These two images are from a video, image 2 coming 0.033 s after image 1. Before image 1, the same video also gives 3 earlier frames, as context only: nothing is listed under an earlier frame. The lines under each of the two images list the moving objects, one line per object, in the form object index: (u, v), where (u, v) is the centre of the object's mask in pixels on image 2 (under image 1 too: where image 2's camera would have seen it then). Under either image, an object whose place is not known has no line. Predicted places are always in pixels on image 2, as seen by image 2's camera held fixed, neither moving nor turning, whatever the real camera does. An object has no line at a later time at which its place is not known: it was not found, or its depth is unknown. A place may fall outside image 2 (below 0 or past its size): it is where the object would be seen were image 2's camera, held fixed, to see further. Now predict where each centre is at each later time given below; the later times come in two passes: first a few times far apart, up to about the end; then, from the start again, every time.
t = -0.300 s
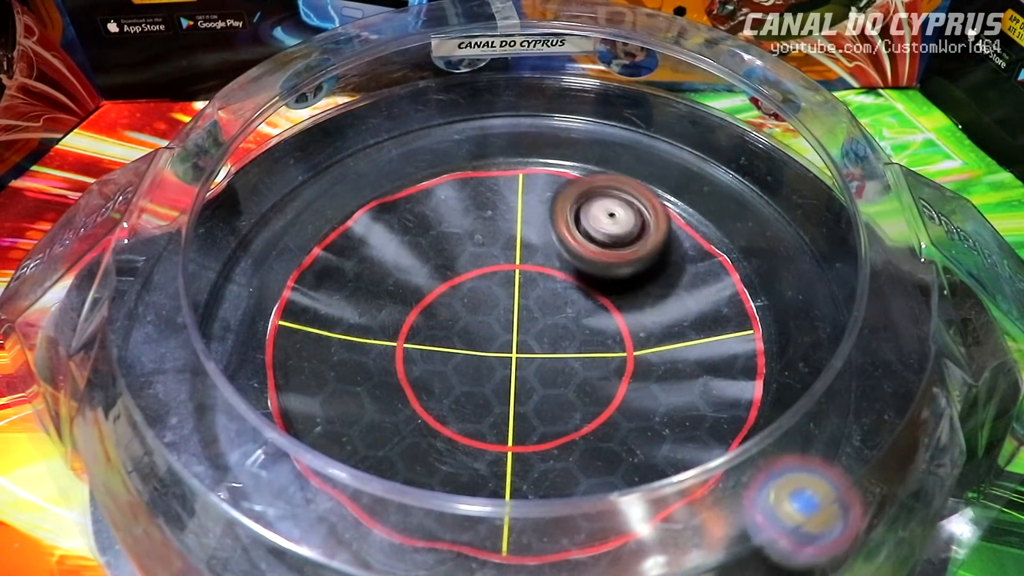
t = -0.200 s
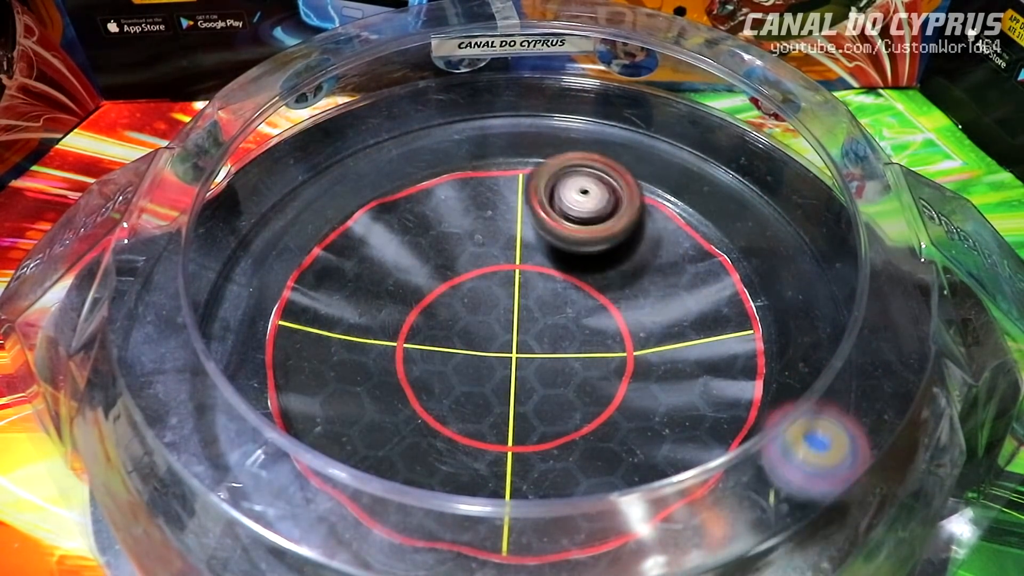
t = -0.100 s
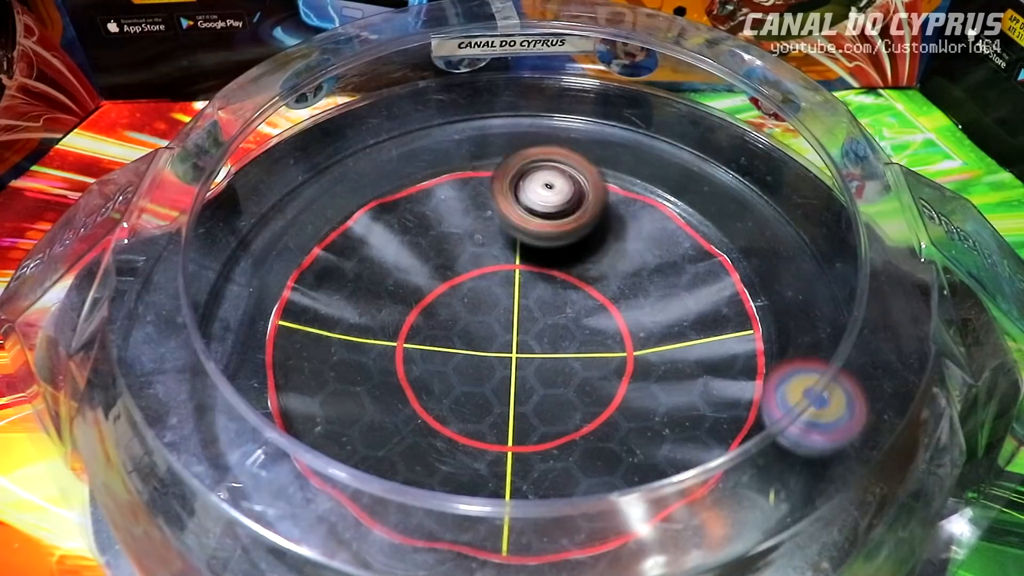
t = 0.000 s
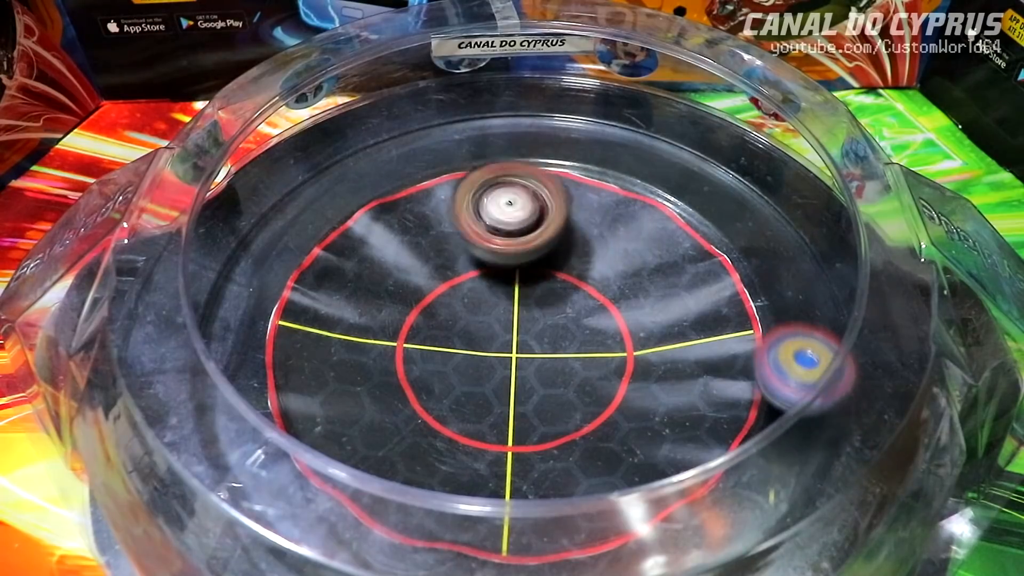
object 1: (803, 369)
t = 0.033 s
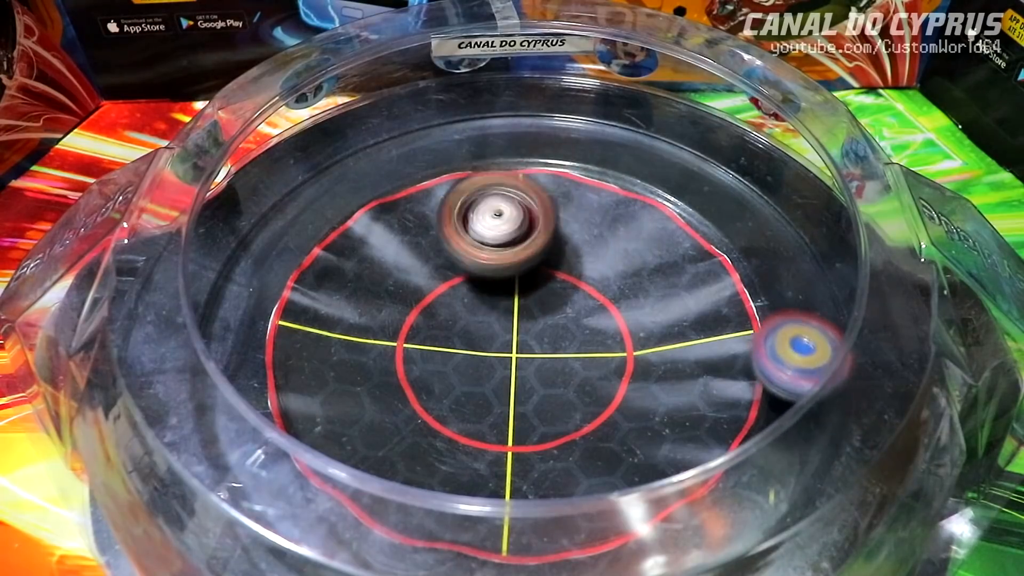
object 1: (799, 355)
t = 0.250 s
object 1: (727, 248)
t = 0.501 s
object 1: (531, 165)
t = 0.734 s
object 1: (348, 225)
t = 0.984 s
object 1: (336, 394)
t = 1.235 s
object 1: (583, 445)
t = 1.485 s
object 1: (689, 289)
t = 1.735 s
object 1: (563, 187)
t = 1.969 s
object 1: (401, 197)
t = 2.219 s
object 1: (322, 304)
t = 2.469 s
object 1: (439, 379)
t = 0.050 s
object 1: (797, 350)
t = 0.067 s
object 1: (793, 343)
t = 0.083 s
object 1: (793, 337)
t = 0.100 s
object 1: (791, 330)
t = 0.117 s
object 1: (788, 323)
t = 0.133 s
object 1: (783, 316)
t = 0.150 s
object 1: (777, 308)
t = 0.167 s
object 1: (770, 299)
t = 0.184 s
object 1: (762, 289)
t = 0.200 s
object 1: (754, 279)
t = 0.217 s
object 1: (745, 268)
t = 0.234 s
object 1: (736, 258)
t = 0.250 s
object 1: (727, 248)
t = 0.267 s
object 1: (718, 239)
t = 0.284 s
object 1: (707, 229)
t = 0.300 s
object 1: (696, 221)
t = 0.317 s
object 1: (684, 212)
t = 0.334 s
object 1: (672, 204)
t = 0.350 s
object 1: (659, 198)
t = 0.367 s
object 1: (646, 191)
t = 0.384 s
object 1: (633, 185)
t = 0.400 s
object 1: (620, 181)
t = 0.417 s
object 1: (605, 177)
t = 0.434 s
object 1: (592, 174)
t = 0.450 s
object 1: (576, 171)
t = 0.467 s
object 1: (561, 168)
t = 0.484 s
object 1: (546, 166)
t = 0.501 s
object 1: (531, 165)
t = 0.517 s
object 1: (515, 166)
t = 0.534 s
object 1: (500, 166)
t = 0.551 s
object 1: (486, 167)
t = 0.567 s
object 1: (472, 169)
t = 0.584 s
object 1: (458, 172)
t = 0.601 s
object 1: (444, 175)
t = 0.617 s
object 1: (430, 178)
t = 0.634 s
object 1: (417, 183)
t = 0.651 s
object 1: (404, 189)
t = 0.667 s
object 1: (392, 195)
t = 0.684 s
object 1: (380, 202)
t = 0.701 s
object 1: (369, 209)
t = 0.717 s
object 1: (358, 217)
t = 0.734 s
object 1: (348, 225)
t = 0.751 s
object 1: (339, 234)
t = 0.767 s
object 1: (330, 244)
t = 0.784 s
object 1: (324, 254)
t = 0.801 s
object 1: (318, 264)
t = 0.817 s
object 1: (312, 275)
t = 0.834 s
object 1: (309, 286)
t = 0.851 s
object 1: (307, 298)
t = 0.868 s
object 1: (304, 310)
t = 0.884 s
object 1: (305, 323)
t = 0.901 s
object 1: (307, 334)
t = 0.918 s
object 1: (310, 347)
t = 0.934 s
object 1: (313, 359)
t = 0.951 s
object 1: (320, 372)
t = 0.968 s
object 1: (328, 383)
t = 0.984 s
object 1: (336, 394)
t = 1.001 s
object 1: (346, 406)
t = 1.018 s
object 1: (360, 416)
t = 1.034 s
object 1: (373, 424)
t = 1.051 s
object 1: (388, 431)
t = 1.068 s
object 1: (403, 438)
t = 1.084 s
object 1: (420, 443)
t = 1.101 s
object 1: (438, 448)
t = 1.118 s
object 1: (454, 452)
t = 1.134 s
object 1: (474, 455)
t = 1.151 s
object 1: (493, 456)
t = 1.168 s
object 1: (512, 456)
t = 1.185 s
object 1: (531, 456)
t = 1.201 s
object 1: (550, 454)
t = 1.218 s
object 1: (567, 450)
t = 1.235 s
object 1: (583, 445)
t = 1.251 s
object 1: (600, 440)
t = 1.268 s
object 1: (616, 432)
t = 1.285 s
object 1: (629, 424)
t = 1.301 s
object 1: (642, 414)
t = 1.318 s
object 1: (654, 403)
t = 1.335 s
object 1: (664, 395)
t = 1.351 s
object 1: (673, 383)
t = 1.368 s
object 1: (681, 371)
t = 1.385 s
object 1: (686, 359)
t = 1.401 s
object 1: (689, 346)
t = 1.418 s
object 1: (692, 334)
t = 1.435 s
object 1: (695, 323)
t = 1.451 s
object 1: (694, 310)
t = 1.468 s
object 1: (694, 299)
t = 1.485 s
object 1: (689, 289)
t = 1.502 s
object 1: (687, 278)
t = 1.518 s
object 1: (682, 268)
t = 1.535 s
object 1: (676, 257)
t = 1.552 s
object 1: (670, 248)
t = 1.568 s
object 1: (663, 240)
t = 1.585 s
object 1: (655, 233)
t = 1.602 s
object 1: (646, 224)
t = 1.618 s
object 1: (636, 216)
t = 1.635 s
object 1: (627, 210)
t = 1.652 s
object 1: (617, 205)
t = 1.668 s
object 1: (607, 200)
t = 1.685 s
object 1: (595, 197)
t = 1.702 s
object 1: (584, 193)
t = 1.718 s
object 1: (574, 190)
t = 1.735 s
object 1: (563, 187)
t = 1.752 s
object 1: (550, 185)
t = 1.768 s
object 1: (537, 185)
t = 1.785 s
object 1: (524, 185)
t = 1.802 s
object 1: (512, 185)
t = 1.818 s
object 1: (502, 187)
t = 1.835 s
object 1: (492, 188)
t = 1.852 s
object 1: (478, 192)
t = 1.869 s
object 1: (466, 197)
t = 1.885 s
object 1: (455, 196)
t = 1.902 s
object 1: (442, 193)
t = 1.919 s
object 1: (430, 192)
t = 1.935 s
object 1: (421, 192)
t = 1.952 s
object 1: (410, 194)
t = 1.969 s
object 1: (401, 197)
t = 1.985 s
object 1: (391, 200)
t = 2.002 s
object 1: (382, 203)
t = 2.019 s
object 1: (372, 208)
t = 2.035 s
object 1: (363, 213)
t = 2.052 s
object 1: (354, 219)
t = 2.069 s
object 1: (347, 225)
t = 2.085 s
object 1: (340, 231)
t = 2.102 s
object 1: (334, 239)
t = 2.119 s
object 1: (329, 247)
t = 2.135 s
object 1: (325, 256)
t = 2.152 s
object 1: (322, 263)
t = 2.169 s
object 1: (320, 273)
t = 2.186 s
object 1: (320, 282)
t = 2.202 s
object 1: (320, 293)
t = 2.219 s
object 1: (322, 304)
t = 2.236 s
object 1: (325, 313)
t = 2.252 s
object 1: (330, 323)
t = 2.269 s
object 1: (337, 334)
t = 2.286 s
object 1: (344, 342)
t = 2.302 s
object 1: (353, 351)
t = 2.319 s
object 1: (363, 360)
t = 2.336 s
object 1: (375, 368)
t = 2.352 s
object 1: (389, 376)
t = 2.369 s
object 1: (403, 383)
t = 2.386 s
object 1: (408, 384)
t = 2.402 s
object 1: (410, 382)
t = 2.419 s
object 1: (414, 381)
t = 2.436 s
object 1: (421, 379)
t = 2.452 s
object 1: (429, 379)
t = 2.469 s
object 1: (439, 379)
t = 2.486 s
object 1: (450, 380)
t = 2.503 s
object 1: (461, 380)
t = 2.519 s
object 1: (472, 381)
